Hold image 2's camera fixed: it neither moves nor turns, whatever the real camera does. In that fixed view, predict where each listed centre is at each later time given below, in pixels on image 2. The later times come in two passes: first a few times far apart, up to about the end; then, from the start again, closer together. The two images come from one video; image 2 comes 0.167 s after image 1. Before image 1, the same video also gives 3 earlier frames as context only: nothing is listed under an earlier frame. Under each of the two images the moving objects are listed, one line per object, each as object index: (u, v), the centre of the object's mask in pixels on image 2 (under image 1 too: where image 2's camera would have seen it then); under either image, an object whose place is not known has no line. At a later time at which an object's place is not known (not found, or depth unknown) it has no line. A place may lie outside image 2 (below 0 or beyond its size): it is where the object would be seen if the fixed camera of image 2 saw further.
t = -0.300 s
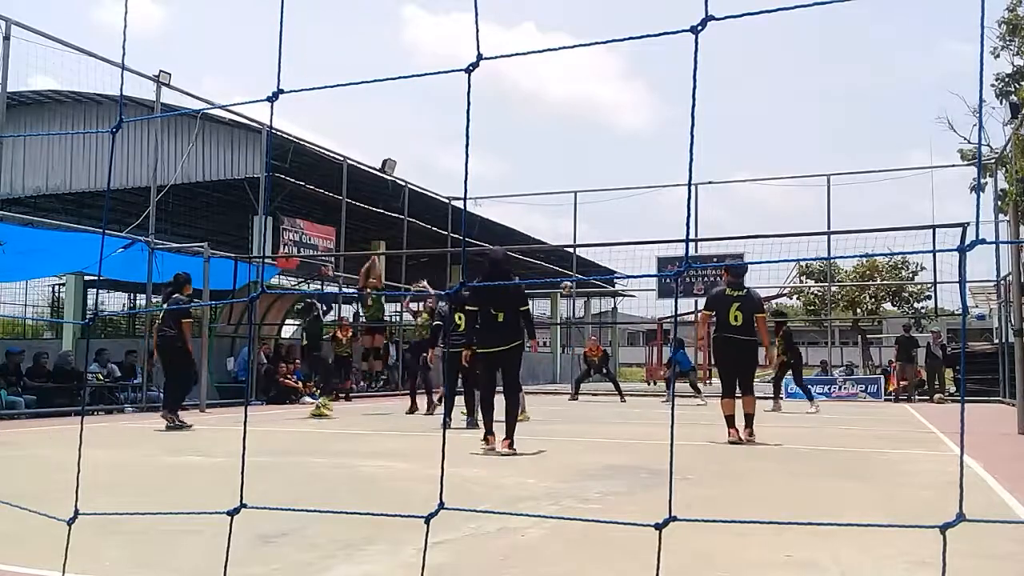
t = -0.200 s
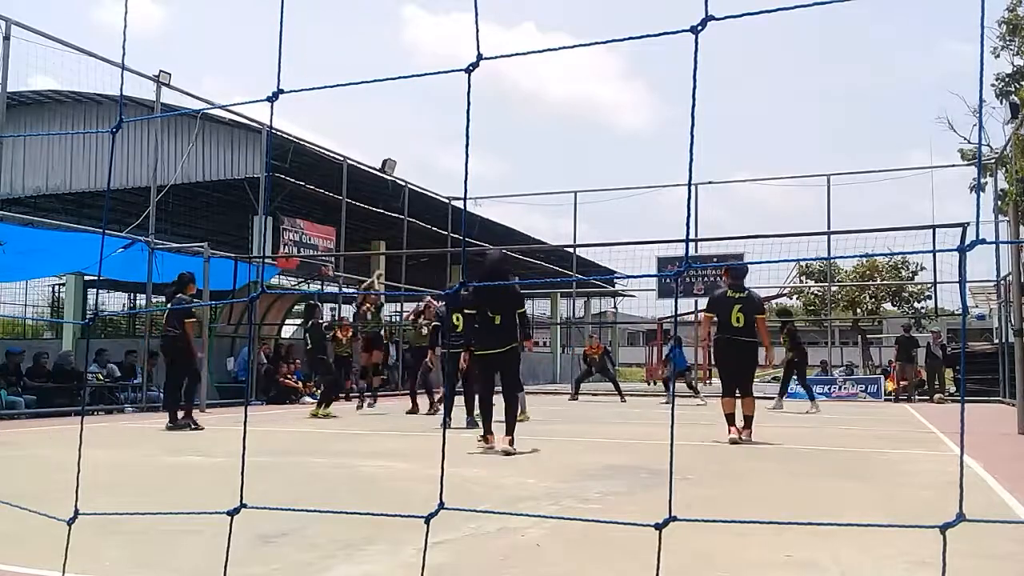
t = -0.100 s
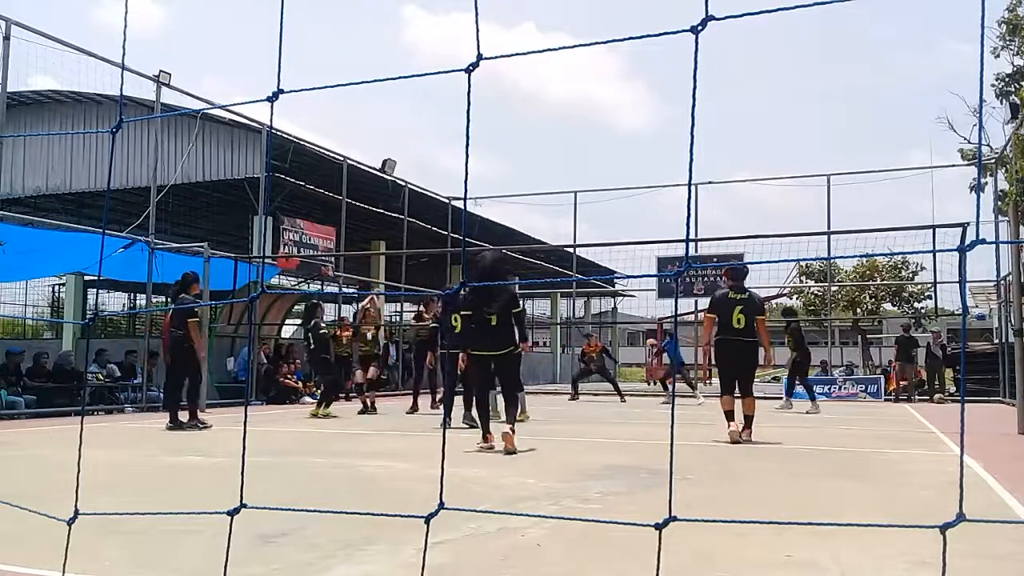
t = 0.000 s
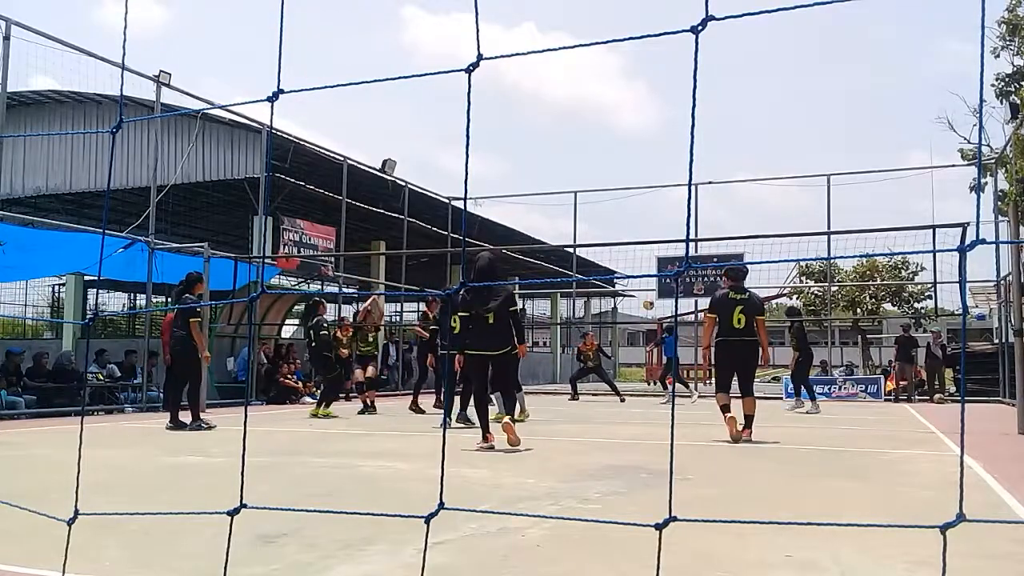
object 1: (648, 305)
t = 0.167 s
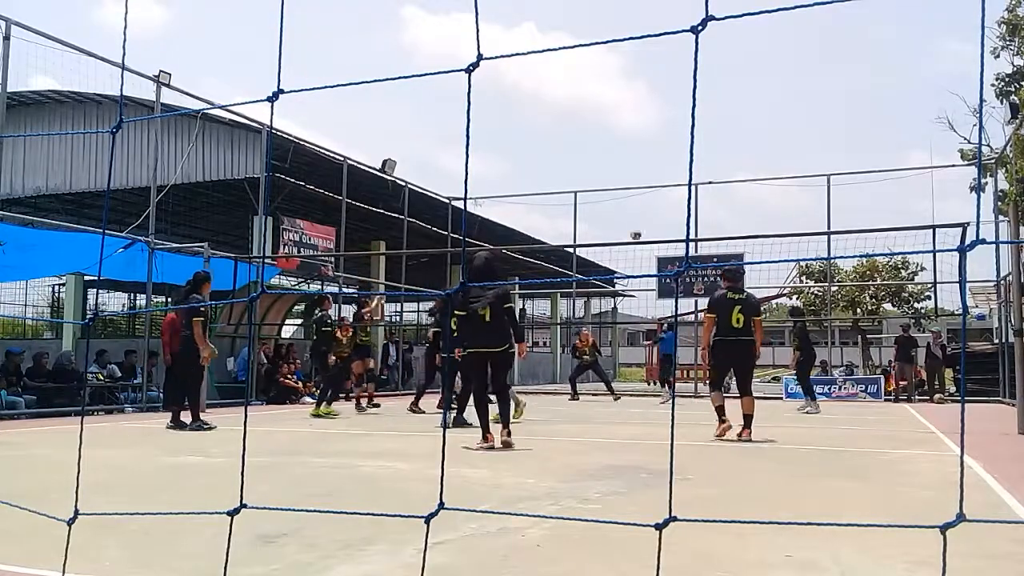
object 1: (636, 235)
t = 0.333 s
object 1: (624, 180)
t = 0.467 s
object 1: (615, 146)
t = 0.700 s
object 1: (600, 109)
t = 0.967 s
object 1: (585, 100)
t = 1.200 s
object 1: (571, 123)
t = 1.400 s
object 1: (559, 166)
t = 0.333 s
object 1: (624, 180)
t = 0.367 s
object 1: (621, 171)
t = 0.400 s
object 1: (619, 162)
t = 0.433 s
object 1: (617, 154)
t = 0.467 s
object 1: (615, 146)
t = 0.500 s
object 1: (613, 139)
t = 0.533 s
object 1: (611, 133)
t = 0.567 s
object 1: (609, 127)
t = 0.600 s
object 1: (607, 122)
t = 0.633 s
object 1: (604, 117)
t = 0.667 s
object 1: (602, 113)
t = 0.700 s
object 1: (600, 109)
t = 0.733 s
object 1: (598, 106)
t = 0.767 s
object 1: (596, 103)
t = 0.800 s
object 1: (595, 101)
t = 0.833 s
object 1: (592, 100)
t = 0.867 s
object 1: (591, 99)
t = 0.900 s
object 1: (588, 99)
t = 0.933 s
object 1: (587, 99)
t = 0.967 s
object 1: (585, 100)
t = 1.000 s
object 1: (583, 102)
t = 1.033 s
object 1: (581, 104)
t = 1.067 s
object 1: (579, 107)
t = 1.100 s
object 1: (577, 110)
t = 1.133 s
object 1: (575, 114)
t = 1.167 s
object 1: (573, 118)
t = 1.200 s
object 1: (571, 123)
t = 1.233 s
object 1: (569, 130)
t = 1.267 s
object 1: (567, 135)
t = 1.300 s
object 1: (565, 142)
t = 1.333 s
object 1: (563, 149)
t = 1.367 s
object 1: (562, 158)
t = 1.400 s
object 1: (559, 166)
